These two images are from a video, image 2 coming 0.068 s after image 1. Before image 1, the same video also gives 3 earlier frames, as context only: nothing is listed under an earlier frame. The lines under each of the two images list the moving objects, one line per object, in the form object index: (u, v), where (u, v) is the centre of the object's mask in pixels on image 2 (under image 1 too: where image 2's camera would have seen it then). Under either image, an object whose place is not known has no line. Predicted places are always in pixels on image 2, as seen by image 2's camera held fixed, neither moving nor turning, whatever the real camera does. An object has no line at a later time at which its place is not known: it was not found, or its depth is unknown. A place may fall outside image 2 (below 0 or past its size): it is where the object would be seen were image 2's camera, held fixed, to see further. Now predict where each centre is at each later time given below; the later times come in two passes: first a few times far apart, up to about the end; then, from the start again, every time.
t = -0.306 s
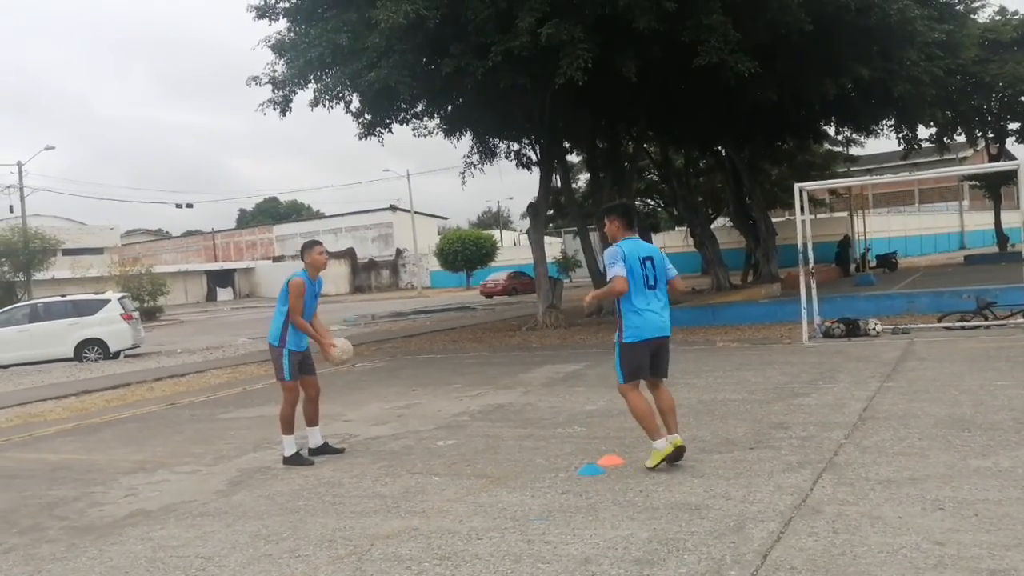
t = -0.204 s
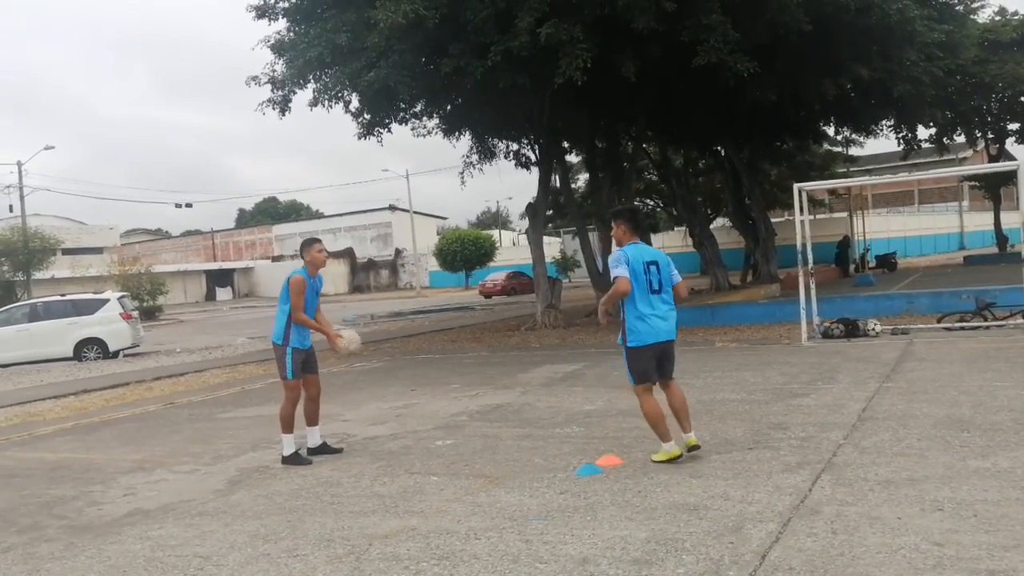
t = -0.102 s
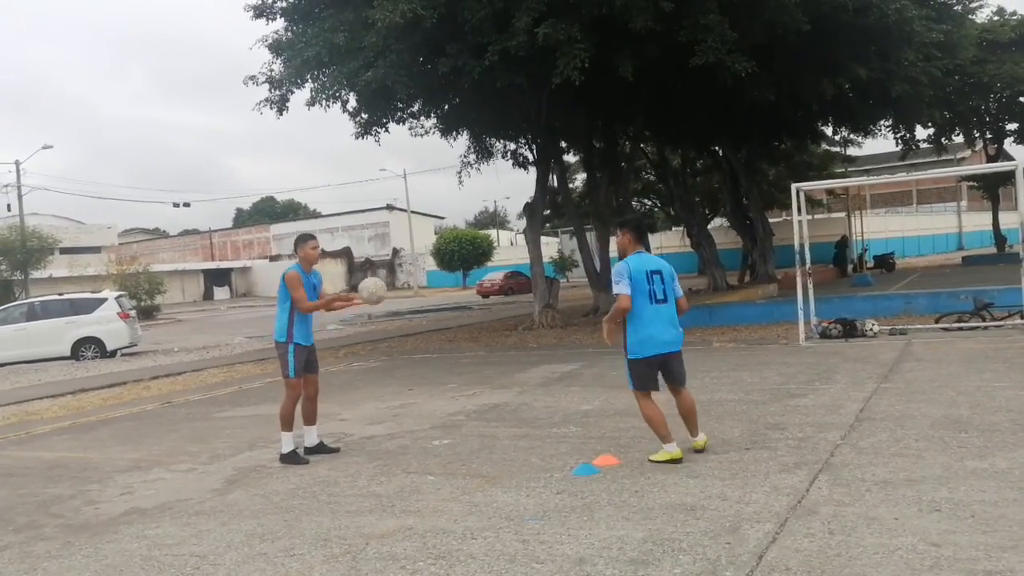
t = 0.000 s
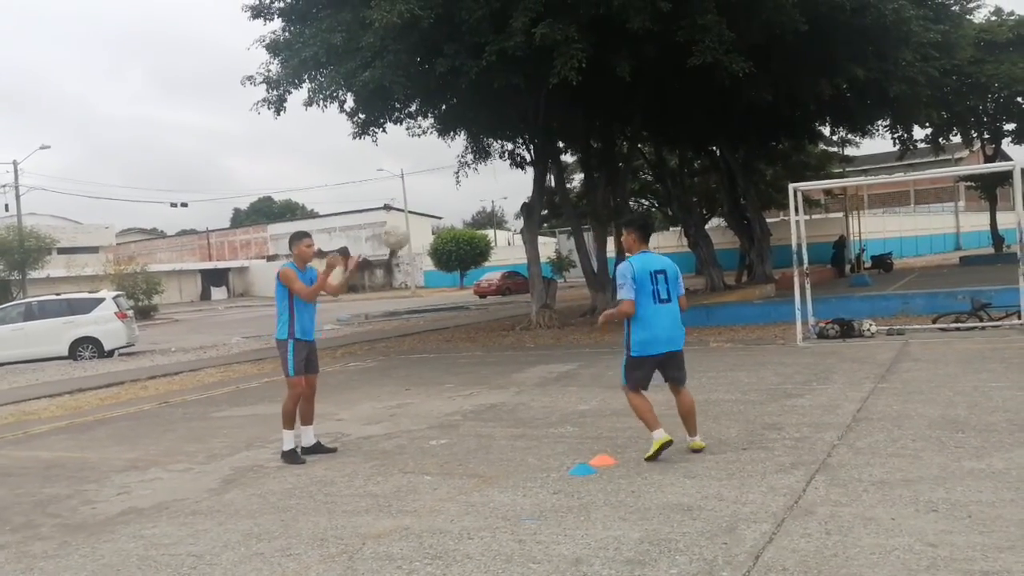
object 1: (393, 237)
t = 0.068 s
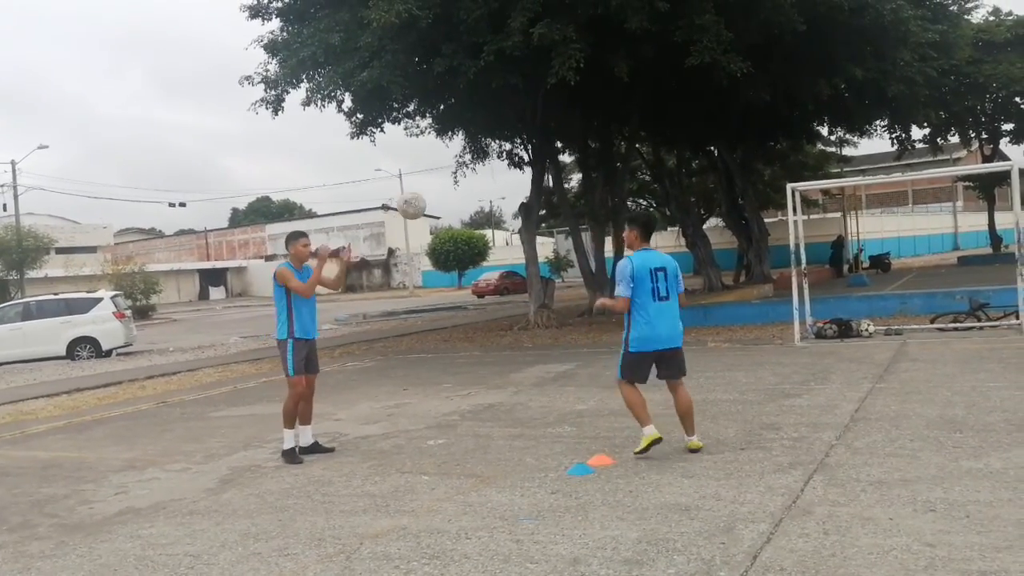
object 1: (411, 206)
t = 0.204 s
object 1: (450, 162)
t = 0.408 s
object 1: (514, 137)
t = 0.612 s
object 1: (587, 170)
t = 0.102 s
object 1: (421, 193)
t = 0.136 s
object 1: (431, 181)
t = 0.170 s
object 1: (440, 170)
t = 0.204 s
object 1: (450, 162)
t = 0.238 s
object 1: (460, 154)
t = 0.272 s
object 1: (471, 148)
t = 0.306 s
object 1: (480, 142)
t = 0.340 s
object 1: (492, 139)
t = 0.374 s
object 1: (503, 138)
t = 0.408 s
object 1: (514, 137)
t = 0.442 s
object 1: (525, 139)
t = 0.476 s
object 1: (537, 142)
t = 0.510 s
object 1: (550, 146)
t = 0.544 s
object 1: (562, 153)
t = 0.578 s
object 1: (574, 161)
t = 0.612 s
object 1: (587, 170)
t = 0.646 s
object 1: (599, 182)
